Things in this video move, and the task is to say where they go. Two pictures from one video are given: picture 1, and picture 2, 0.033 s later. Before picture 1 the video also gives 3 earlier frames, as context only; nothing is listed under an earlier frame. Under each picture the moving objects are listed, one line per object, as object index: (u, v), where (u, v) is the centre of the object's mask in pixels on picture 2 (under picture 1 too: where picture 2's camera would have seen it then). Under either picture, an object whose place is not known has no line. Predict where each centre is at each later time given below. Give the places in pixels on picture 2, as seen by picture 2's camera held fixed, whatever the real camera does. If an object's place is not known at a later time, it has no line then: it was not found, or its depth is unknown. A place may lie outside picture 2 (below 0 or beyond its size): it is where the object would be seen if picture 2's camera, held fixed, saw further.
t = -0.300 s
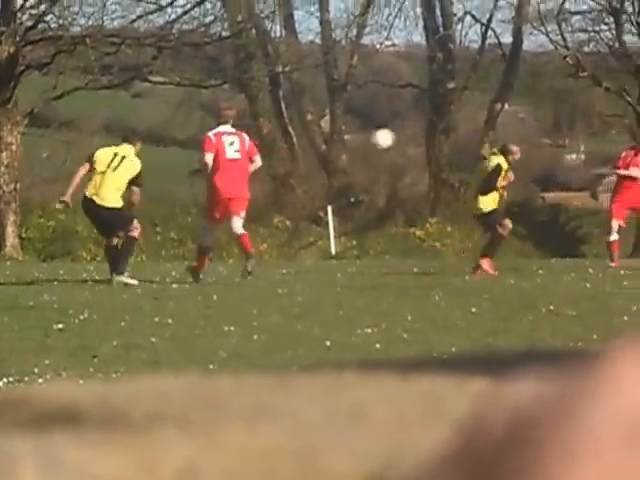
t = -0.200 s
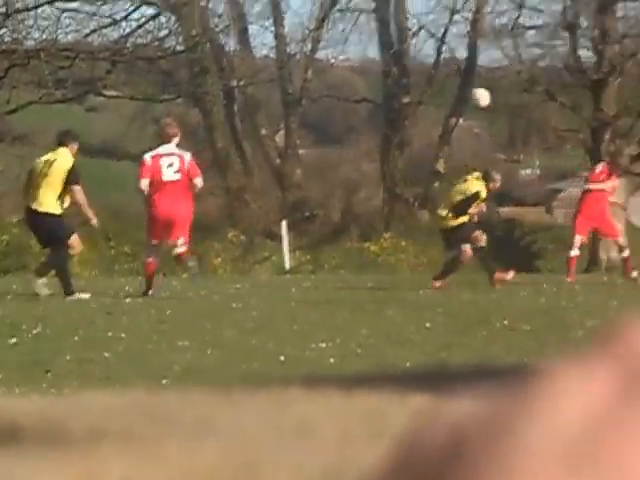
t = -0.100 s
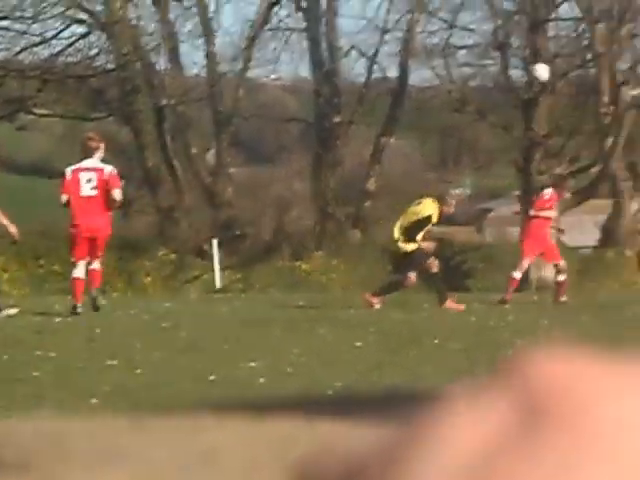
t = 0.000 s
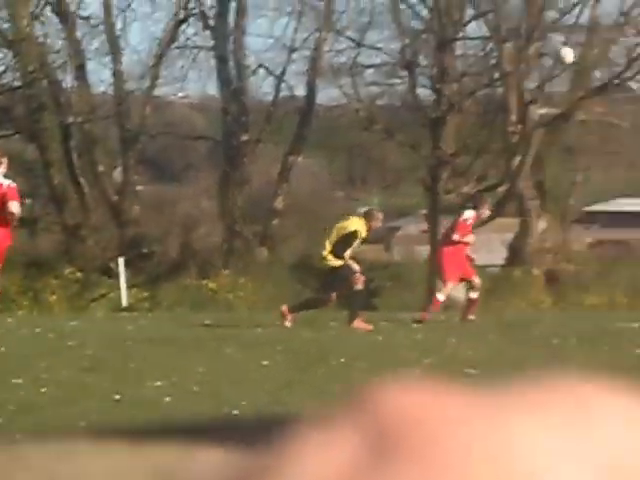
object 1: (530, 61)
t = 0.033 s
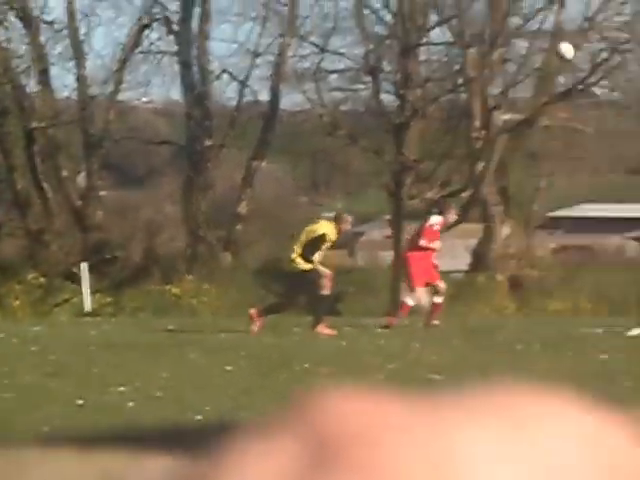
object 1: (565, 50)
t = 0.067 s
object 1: (602, 41)
